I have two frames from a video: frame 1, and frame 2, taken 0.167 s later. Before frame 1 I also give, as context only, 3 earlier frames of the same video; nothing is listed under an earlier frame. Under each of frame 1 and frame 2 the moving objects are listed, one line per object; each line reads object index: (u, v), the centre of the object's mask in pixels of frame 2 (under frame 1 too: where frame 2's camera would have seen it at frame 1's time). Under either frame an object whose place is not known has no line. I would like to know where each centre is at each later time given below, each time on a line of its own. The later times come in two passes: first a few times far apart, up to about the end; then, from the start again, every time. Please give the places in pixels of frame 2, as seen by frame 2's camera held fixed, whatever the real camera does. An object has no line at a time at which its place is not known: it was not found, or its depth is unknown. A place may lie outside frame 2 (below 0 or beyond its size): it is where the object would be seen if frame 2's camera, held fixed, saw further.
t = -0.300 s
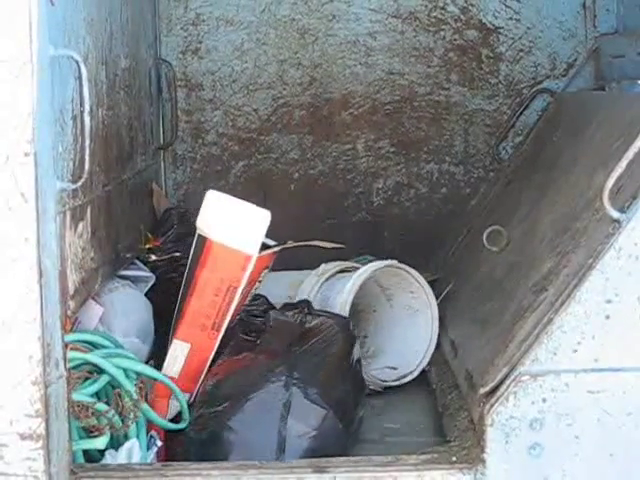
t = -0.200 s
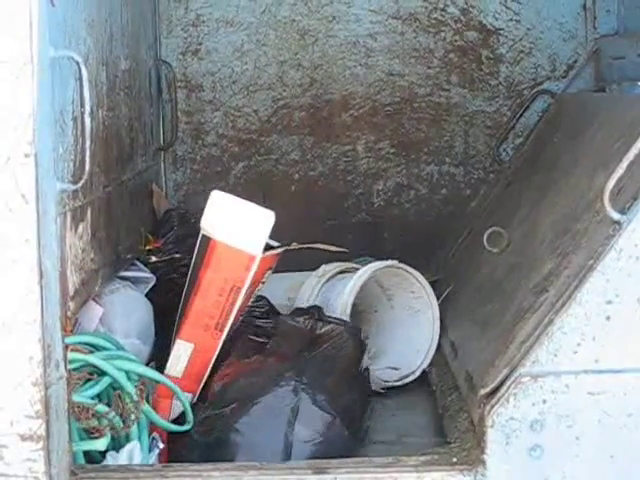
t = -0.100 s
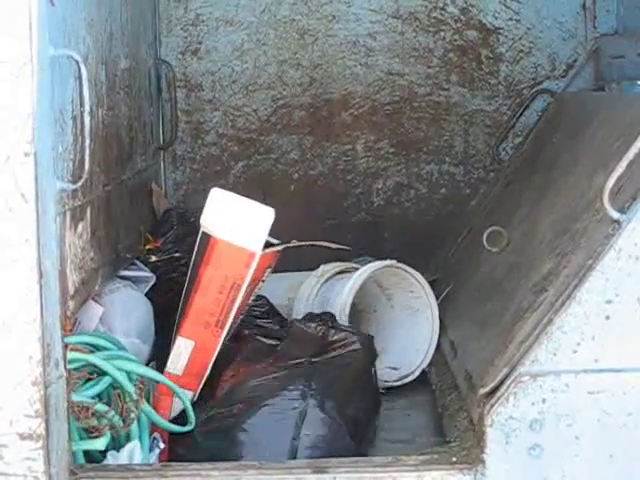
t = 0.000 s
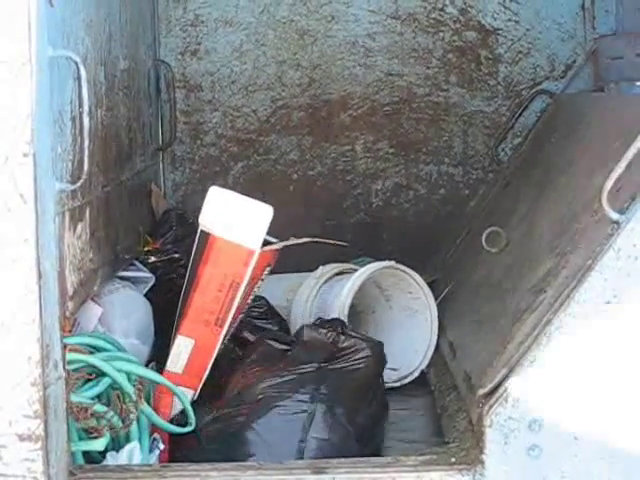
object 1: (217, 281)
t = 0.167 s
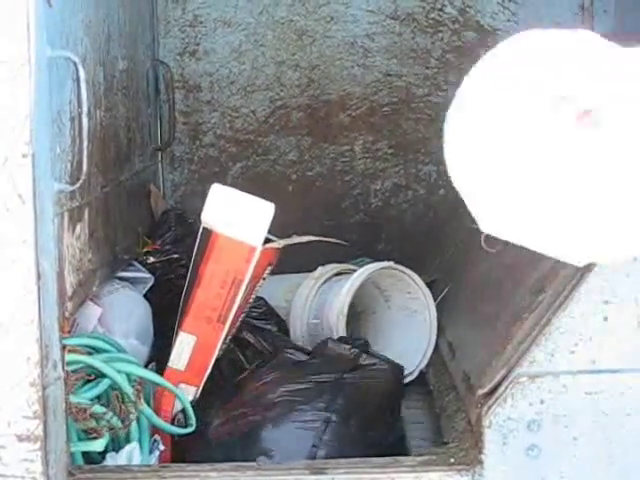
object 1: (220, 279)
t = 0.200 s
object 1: (221, 278)
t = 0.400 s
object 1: (228, 273)
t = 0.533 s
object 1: (236, 273)
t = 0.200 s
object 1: (221, 278)
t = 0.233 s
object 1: (223, 277)
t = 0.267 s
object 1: (224, 276)
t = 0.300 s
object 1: (226, 274)
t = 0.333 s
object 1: (227, 272)
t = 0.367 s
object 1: (227, 274)
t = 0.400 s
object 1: (228, 273)
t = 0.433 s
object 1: (229, 272)
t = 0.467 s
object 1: (230, 272)
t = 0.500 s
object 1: (231, 272)
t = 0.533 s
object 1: (236, 273)
